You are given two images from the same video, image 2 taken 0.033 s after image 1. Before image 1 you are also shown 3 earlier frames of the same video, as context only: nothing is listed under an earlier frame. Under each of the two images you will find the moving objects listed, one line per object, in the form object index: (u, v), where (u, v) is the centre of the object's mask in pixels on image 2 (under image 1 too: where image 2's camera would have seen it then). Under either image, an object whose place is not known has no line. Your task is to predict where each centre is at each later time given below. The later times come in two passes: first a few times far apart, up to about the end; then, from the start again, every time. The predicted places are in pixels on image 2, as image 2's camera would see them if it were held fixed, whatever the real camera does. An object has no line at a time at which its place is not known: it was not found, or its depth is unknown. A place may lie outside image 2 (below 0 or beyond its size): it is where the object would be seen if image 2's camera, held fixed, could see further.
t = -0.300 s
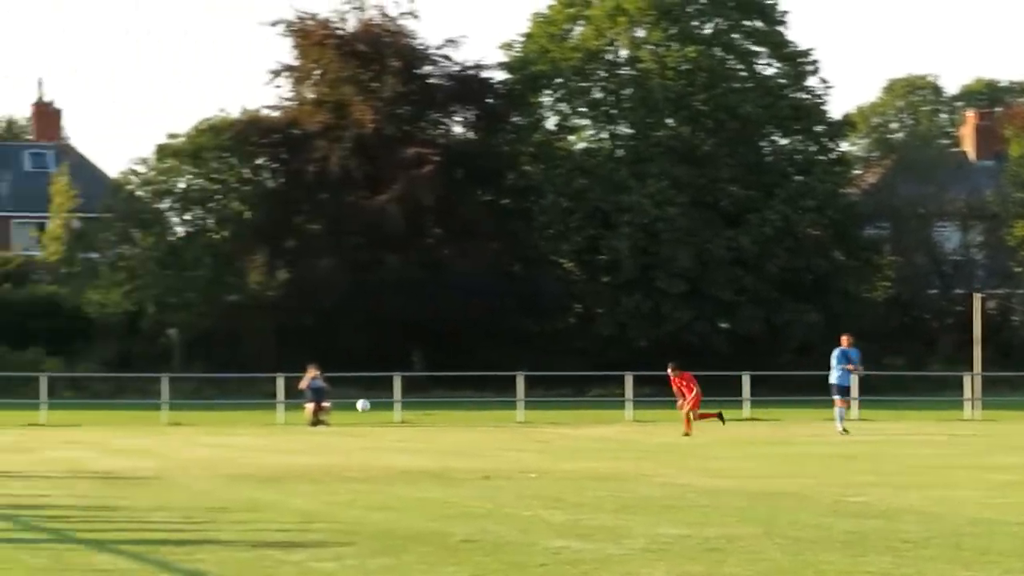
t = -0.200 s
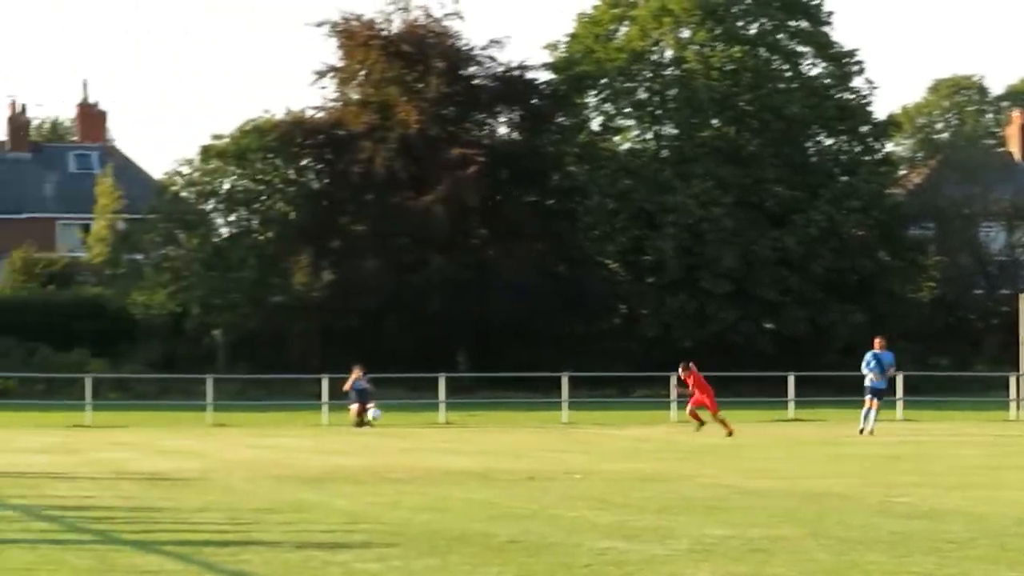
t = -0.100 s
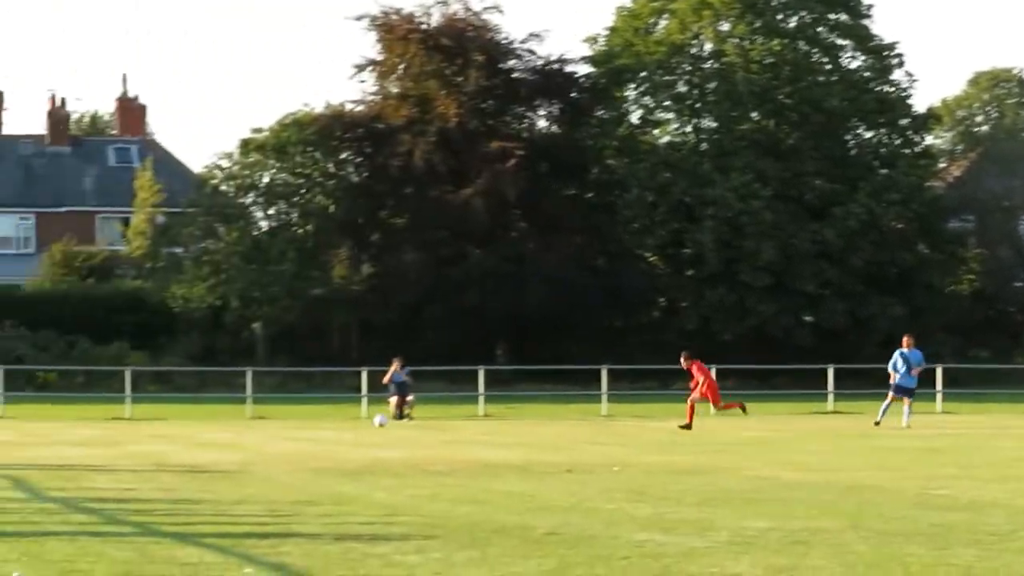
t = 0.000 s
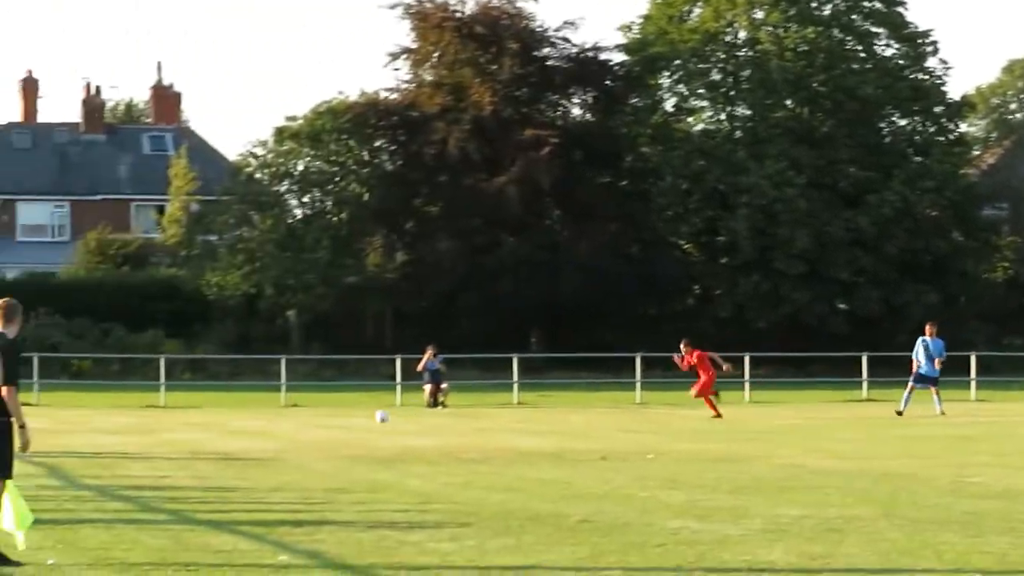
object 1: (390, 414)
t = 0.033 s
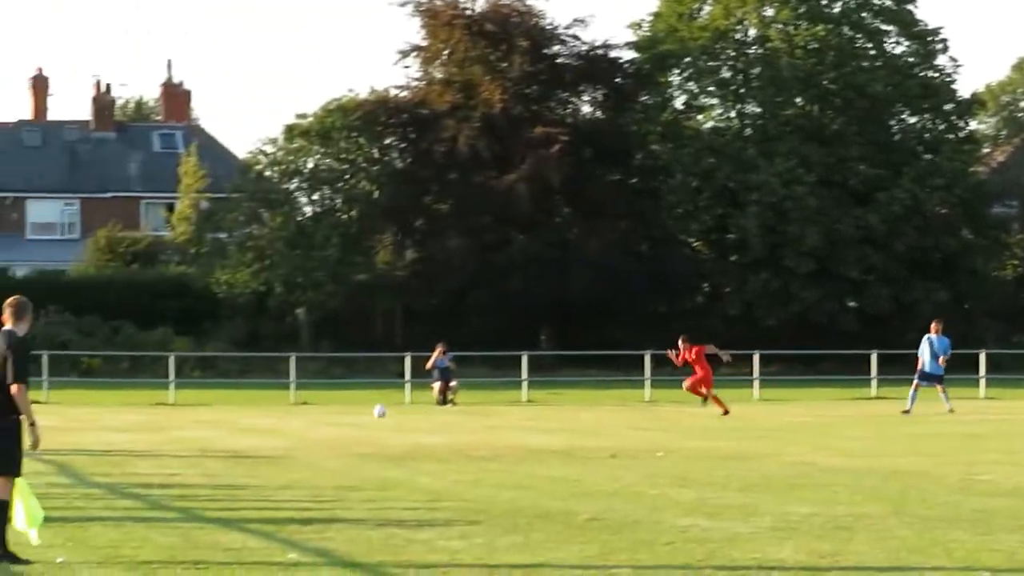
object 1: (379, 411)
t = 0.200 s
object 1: (326, 407)
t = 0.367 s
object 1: (272, 416)
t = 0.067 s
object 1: (369, 409)
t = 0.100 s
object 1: (358, 408)
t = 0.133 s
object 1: (347, 407)
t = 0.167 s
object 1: (336, 407)
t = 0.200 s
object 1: (326, 407)
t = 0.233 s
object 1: (315, 408)
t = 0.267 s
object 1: (304, 410)
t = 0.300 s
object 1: (294, 413)
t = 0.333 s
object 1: (283, 416)
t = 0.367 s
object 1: (272, 416)
